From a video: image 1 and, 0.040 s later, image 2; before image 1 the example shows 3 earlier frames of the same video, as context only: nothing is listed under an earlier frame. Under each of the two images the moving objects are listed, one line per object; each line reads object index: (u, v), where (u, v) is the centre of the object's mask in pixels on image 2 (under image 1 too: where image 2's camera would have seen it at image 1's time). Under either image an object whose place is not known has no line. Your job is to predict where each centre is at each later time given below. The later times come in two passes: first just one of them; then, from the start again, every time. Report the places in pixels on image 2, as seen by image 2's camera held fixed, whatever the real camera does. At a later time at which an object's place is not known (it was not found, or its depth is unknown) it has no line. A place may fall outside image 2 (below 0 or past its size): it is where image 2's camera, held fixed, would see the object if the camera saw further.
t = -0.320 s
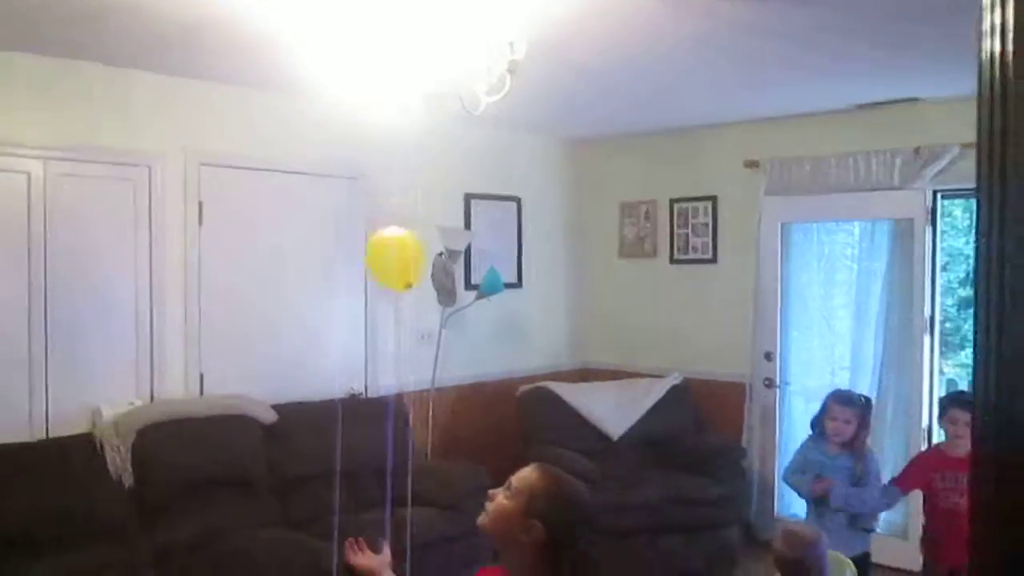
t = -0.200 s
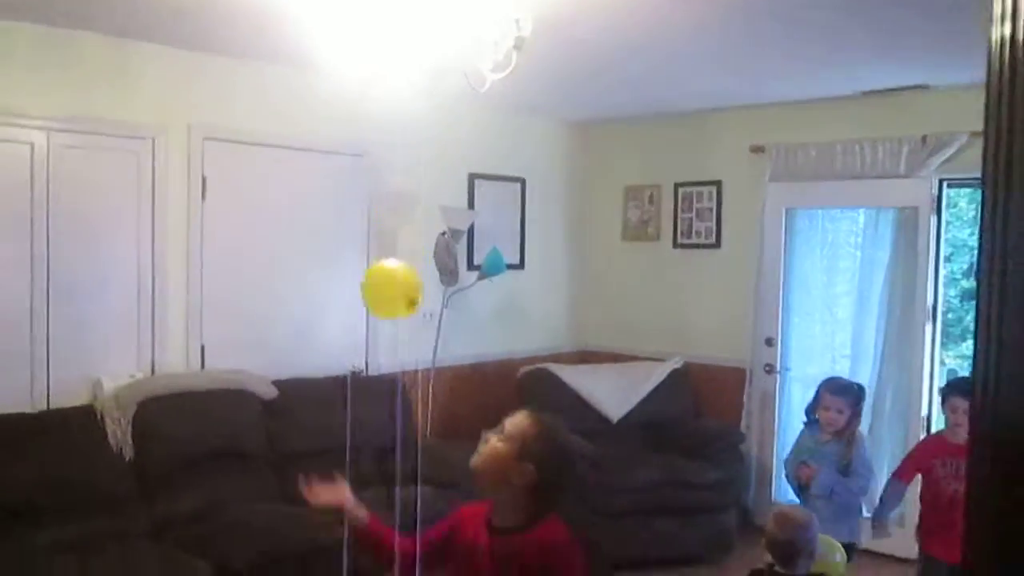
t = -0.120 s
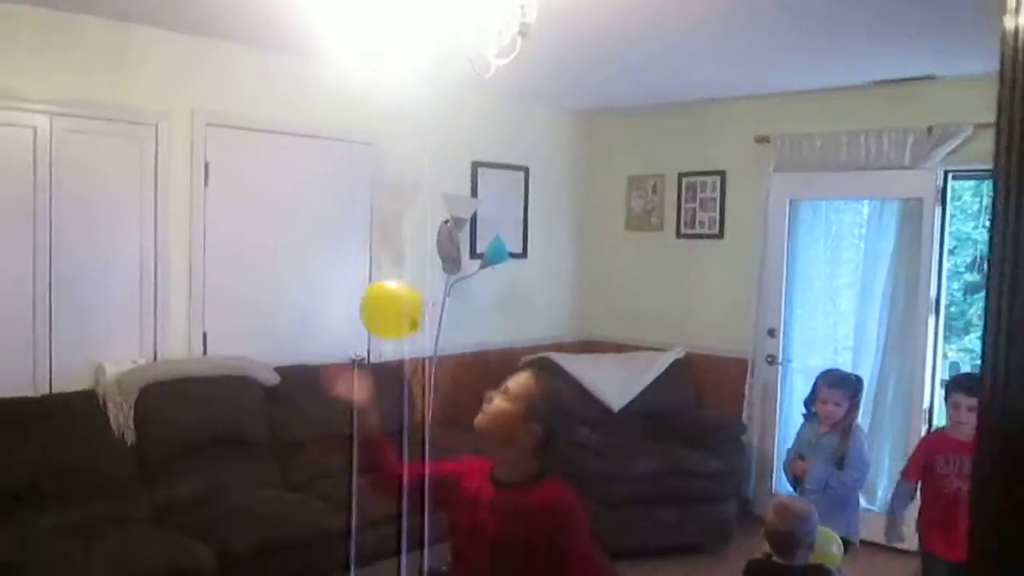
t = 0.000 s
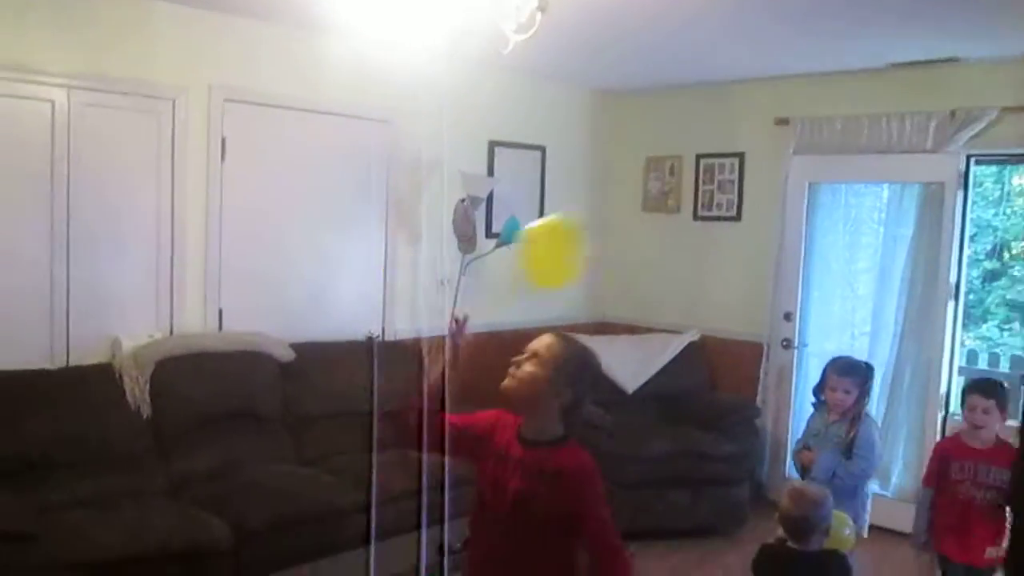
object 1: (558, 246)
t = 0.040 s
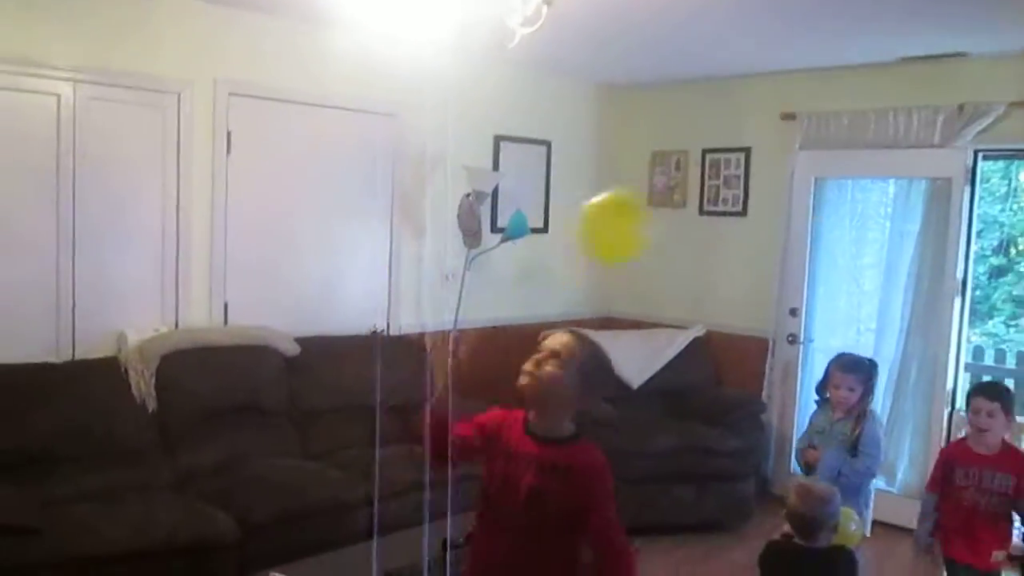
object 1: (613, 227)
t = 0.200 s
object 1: (777, 192)
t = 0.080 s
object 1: (658, 212)
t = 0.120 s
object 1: (698, 201)
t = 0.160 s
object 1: (740, 194)
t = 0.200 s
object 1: (777, 192)
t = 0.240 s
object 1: (812, 193)
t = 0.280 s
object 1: (846, 196)
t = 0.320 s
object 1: (877, 204)
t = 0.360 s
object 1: (904, 216)
